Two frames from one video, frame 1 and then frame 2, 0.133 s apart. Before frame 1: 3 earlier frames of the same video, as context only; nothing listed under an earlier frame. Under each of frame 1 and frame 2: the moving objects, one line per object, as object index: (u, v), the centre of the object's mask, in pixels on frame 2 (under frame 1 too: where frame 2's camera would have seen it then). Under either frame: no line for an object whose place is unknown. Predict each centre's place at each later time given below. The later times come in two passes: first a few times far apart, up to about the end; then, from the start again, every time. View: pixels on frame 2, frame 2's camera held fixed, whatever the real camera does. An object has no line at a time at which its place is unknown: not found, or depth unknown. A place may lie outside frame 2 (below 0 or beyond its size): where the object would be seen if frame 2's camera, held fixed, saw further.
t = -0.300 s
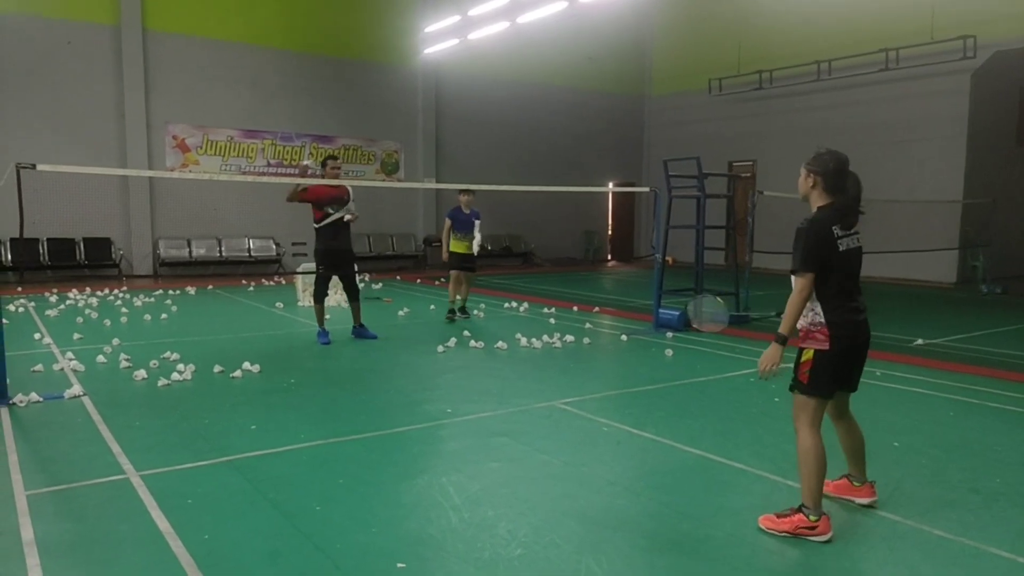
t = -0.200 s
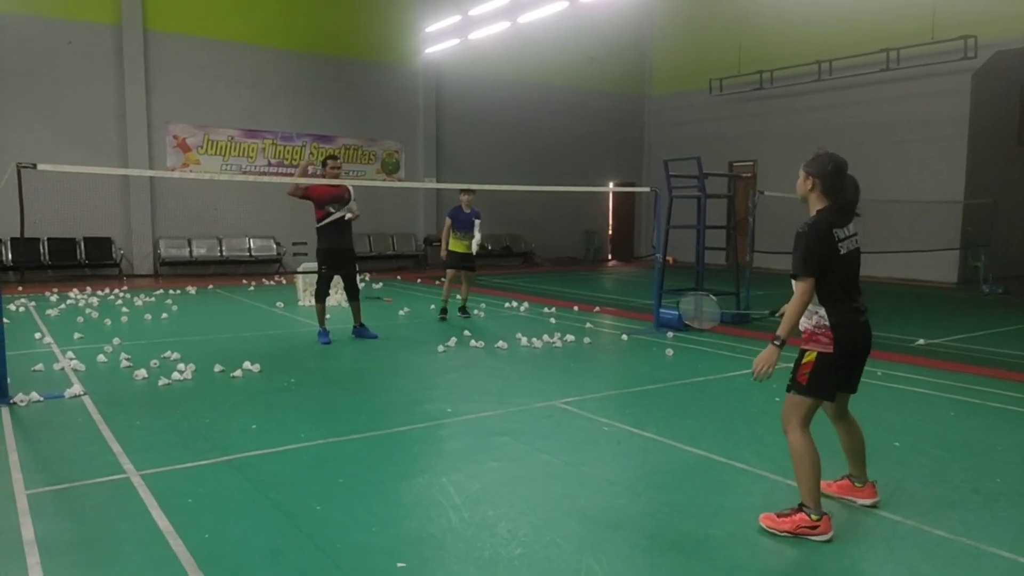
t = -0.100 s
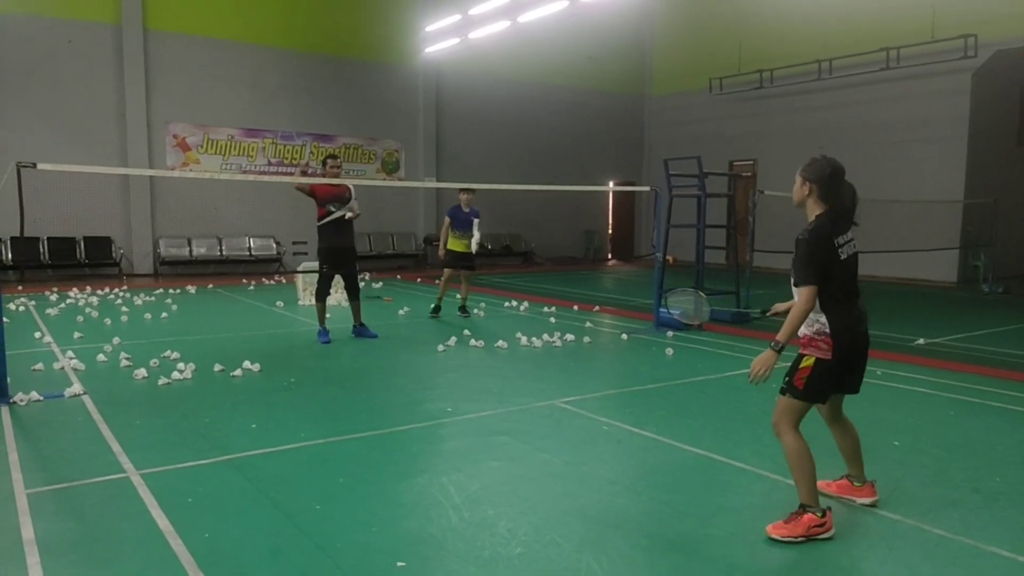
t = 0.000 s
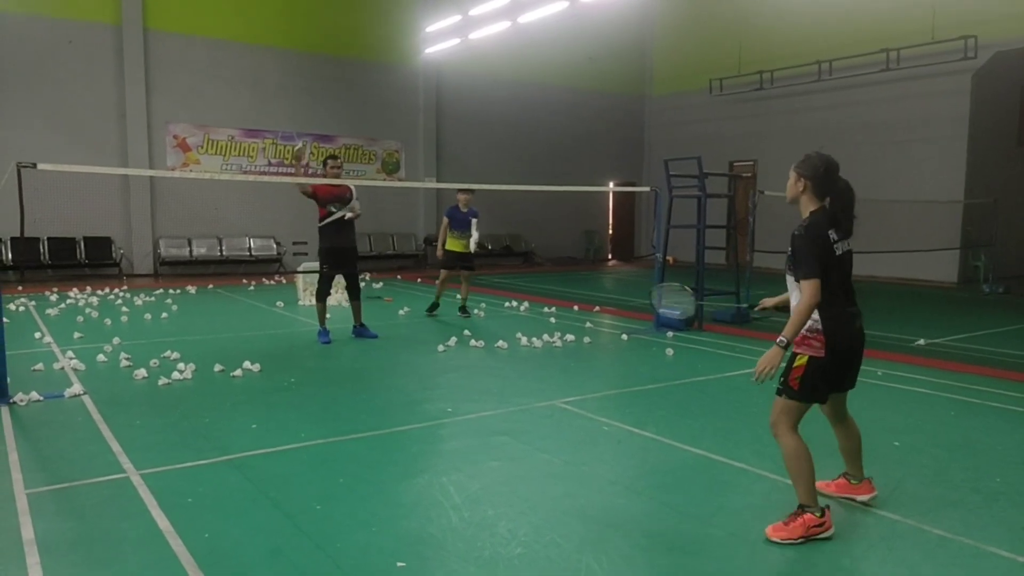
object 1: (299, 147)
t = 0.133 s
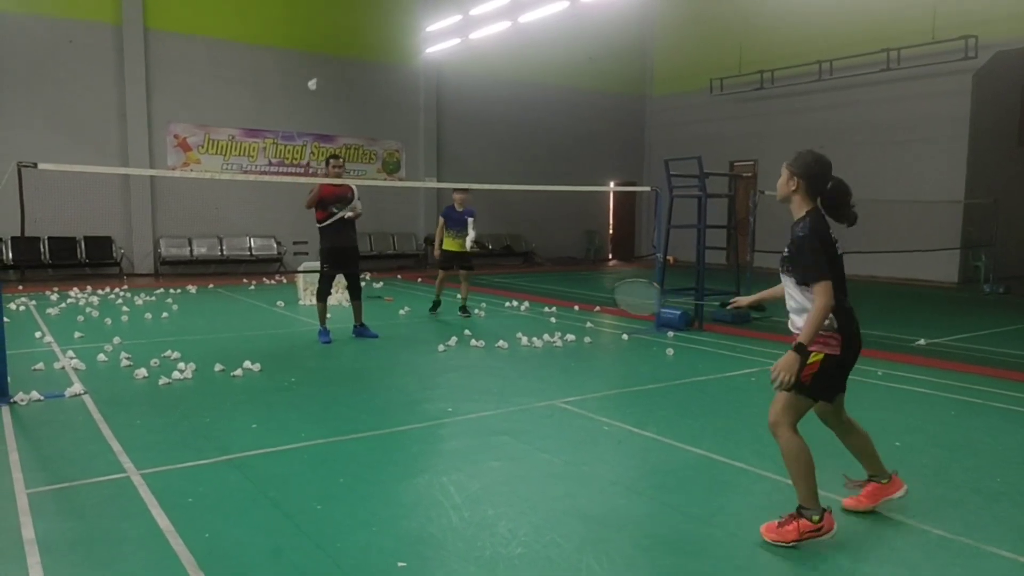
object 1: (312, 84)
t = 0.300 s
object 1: (332, 31)
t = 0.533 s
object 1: (361, 24)
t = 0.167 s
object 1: (317, 71)
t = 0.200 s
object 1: (323, 58)
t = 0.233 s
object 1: (327, 47)
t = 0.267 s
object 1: (329, 39)
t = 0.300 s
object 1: (332, 31)
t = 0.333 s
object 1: (334, 25)
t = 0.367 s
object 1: (338, 19)
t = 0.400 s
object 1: (344, 14)
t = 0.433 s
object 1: (350, 14)
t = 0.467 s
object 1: (355, 16)
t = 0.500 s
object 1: (358, 20)
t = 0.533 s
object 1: (361, 24)
